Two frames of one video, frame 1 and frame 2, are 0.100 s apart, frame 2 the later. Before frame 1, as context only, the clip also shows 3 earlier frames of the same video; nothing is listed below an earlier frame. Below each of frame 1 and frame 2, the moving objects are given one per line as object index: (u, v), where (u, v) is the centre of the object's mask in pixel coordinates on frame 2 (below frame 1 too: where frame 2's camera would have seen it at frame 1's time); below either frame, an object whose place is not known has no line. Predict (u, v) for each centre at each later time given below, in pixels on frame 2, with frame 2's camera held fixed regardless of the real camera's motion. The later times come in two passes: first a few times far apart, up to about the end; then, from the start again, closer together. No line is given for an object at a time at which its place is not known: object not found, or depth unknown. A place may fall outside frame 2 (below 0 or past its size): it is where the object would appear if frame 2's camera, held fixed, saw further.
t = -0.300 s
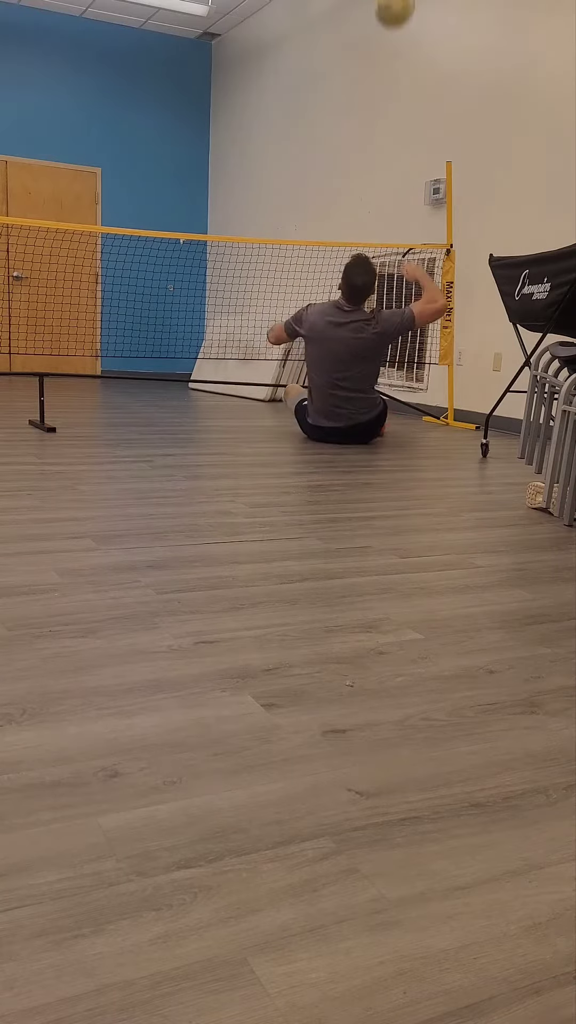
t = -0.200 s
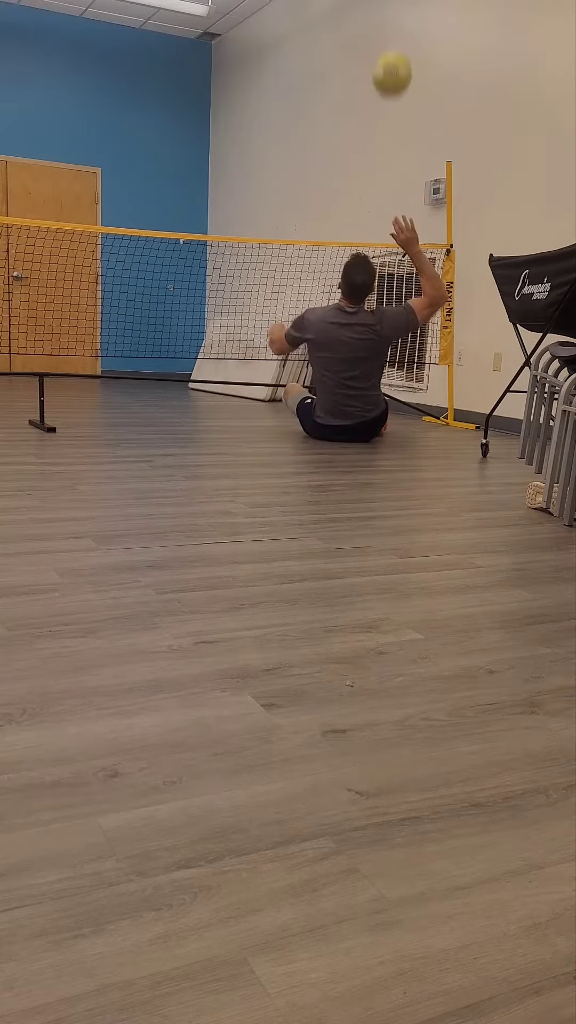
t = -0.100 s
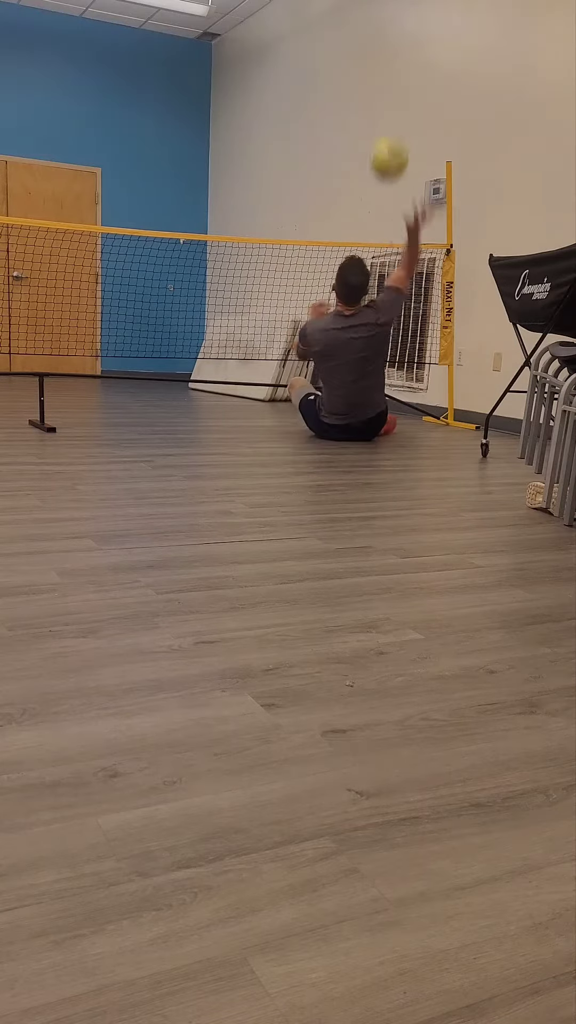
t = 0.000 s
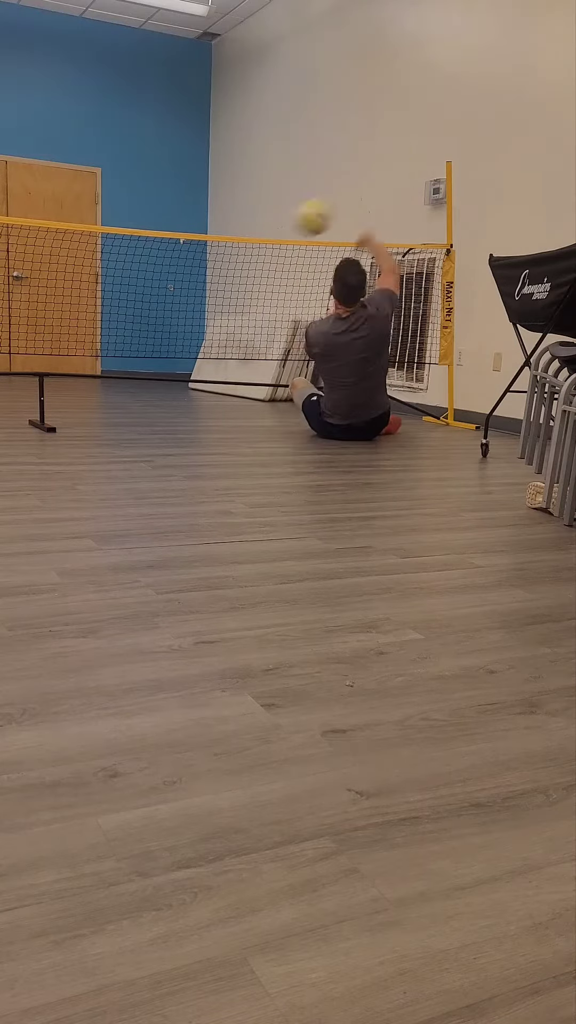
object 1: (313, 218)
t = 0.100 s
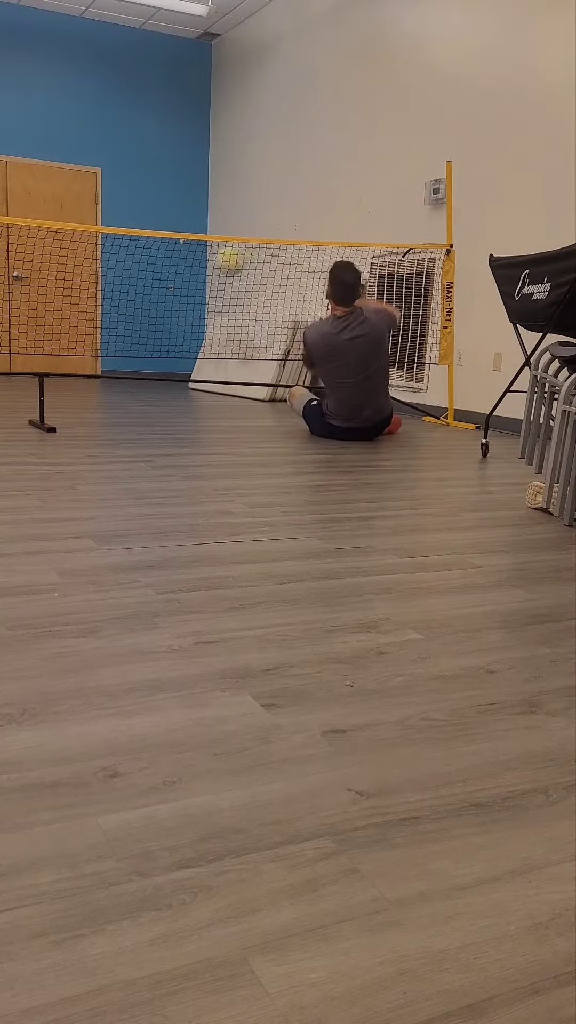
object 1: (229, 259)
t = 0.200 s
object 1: (172, 304)
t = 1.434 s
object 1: (320, 303)
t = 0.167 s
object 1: (189, 290)
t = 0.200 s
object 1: (172, 304)
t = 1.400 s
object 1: (314, 288)
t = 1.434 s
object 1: (320, 303)
